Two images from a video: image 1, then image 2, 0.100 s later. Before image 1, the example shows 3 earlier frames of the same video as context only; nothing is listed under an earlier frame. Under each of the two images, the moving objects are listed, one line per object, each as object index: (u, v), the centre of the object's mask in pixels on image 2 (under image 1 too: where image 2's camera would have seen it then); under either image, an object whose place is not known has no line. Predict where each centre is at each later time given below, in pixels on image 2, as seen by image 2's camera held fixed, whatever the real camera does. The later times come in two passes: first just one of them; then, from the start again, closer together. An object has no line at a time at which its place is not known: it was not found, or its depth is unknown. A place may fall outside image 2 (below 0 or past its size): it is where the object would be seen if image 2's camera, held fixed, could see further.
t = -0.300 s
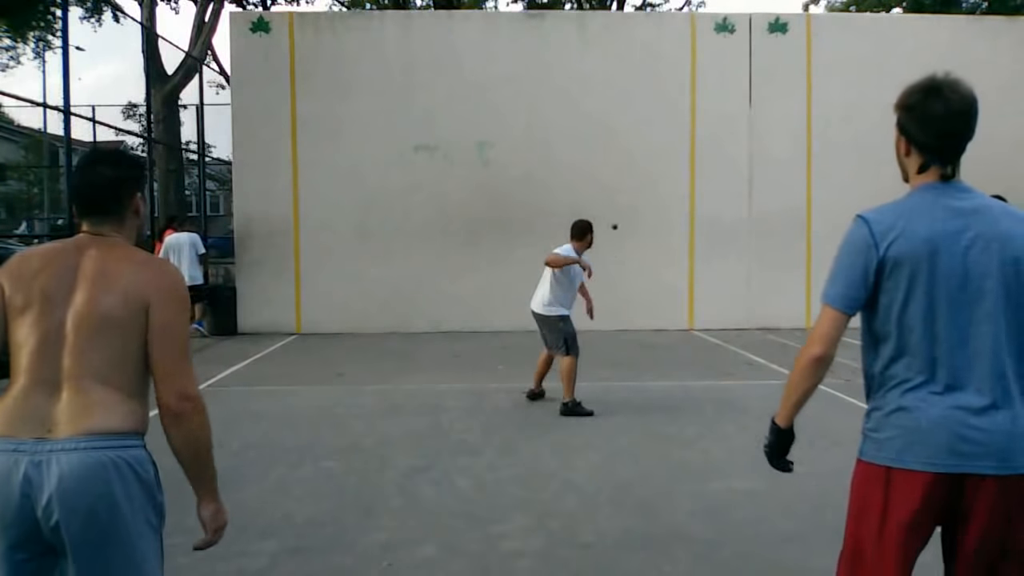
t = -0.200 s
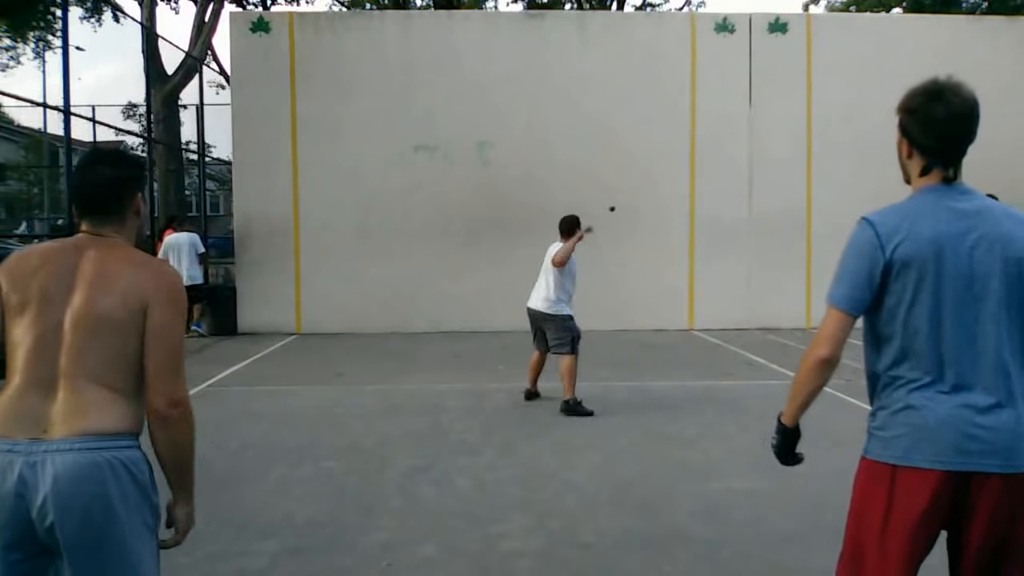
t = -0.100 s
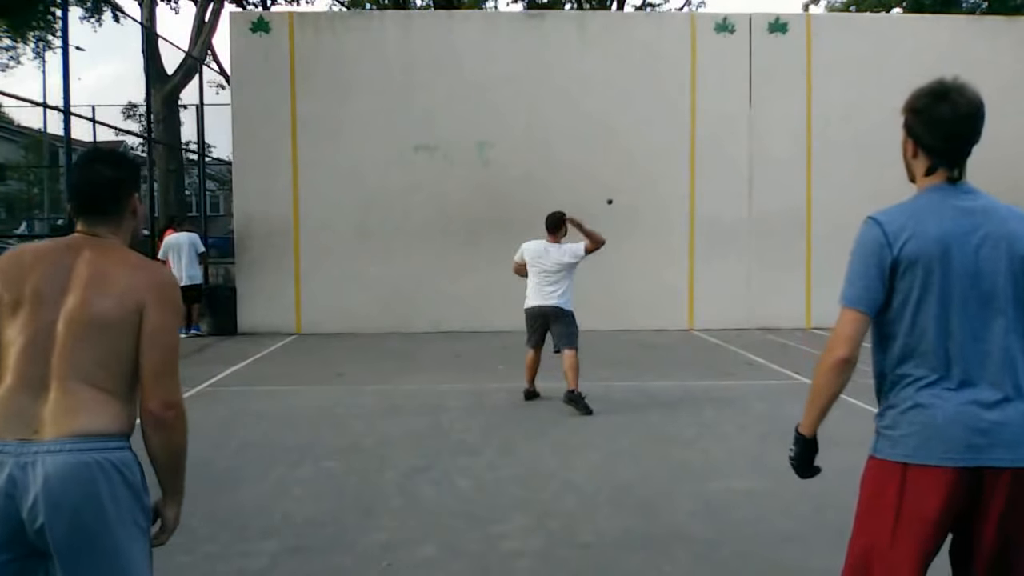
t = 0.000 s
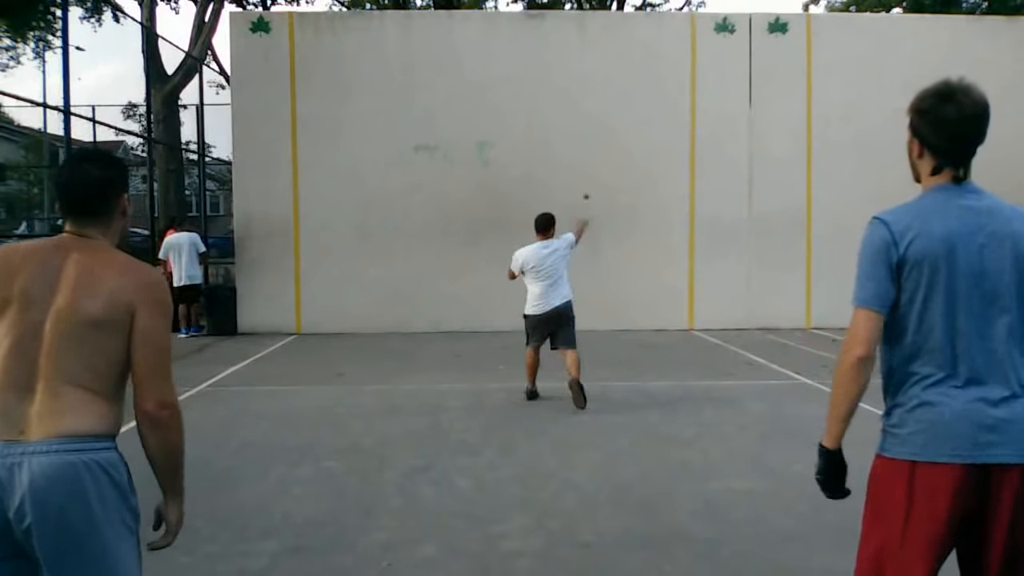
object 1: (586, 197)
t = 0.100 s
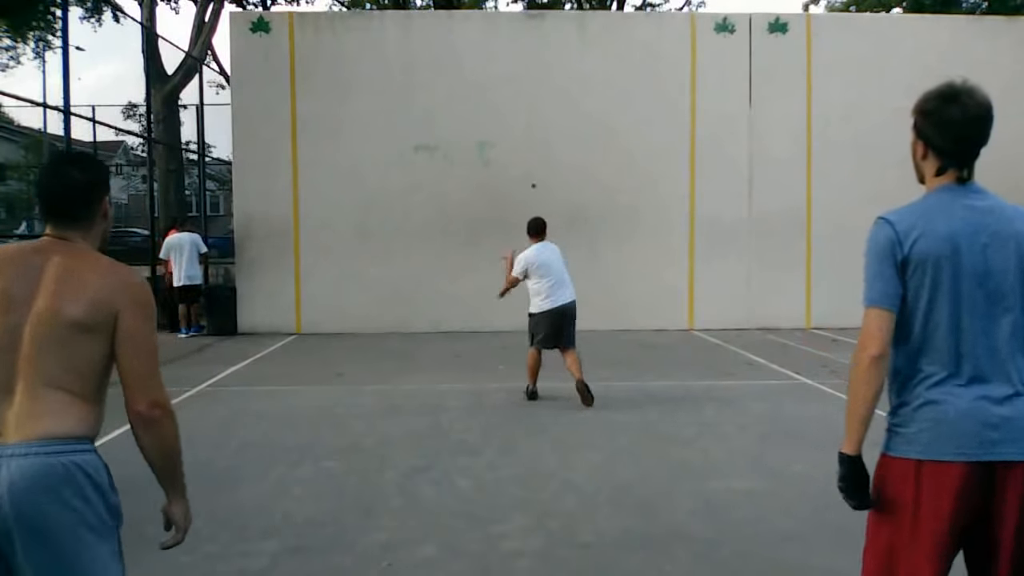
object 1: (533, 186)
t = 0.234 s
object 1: (491, 184)
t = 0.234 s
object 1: (491, 184)
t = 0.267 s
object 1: (487, 181)
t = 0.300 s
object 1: (483, 179)
